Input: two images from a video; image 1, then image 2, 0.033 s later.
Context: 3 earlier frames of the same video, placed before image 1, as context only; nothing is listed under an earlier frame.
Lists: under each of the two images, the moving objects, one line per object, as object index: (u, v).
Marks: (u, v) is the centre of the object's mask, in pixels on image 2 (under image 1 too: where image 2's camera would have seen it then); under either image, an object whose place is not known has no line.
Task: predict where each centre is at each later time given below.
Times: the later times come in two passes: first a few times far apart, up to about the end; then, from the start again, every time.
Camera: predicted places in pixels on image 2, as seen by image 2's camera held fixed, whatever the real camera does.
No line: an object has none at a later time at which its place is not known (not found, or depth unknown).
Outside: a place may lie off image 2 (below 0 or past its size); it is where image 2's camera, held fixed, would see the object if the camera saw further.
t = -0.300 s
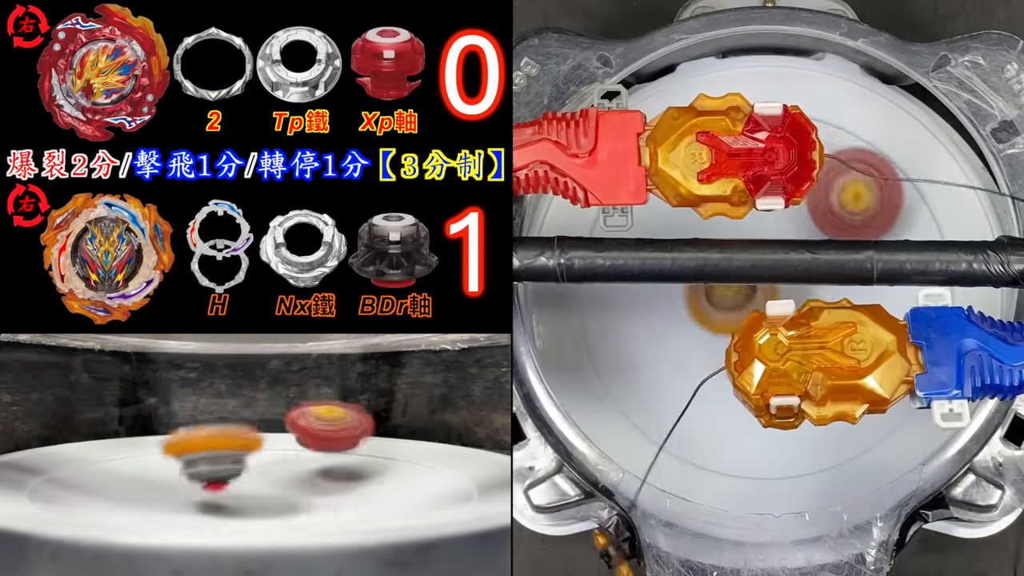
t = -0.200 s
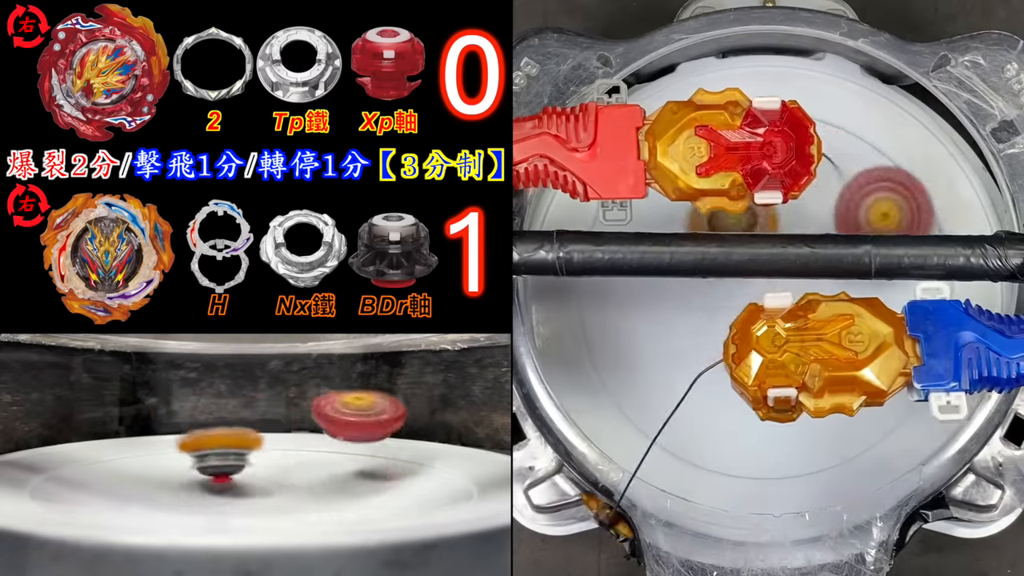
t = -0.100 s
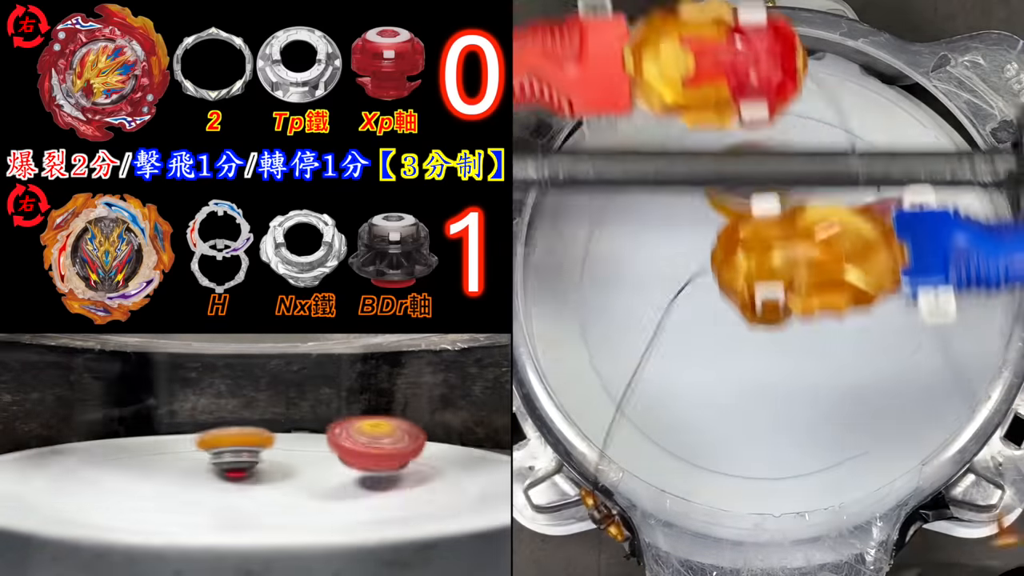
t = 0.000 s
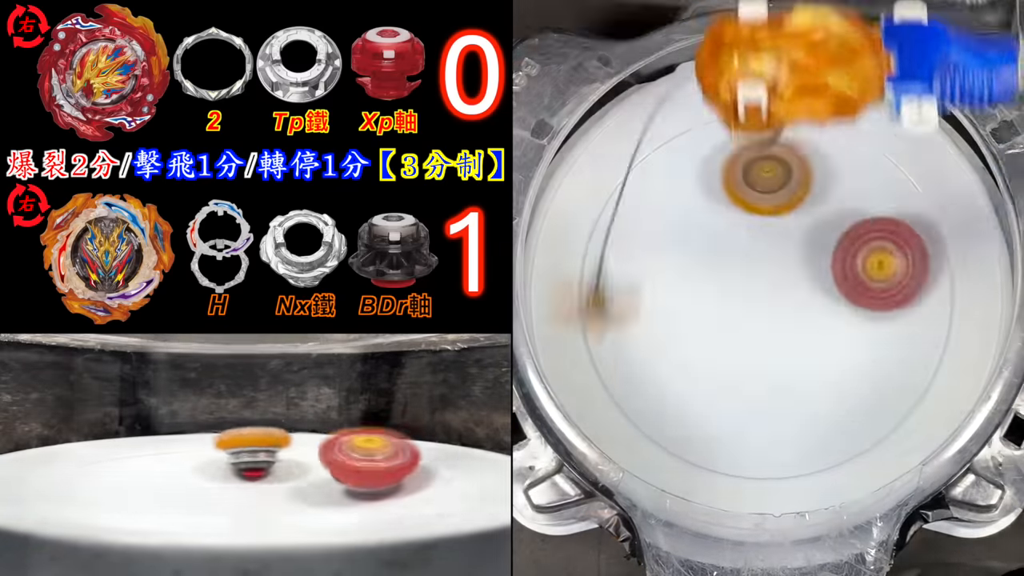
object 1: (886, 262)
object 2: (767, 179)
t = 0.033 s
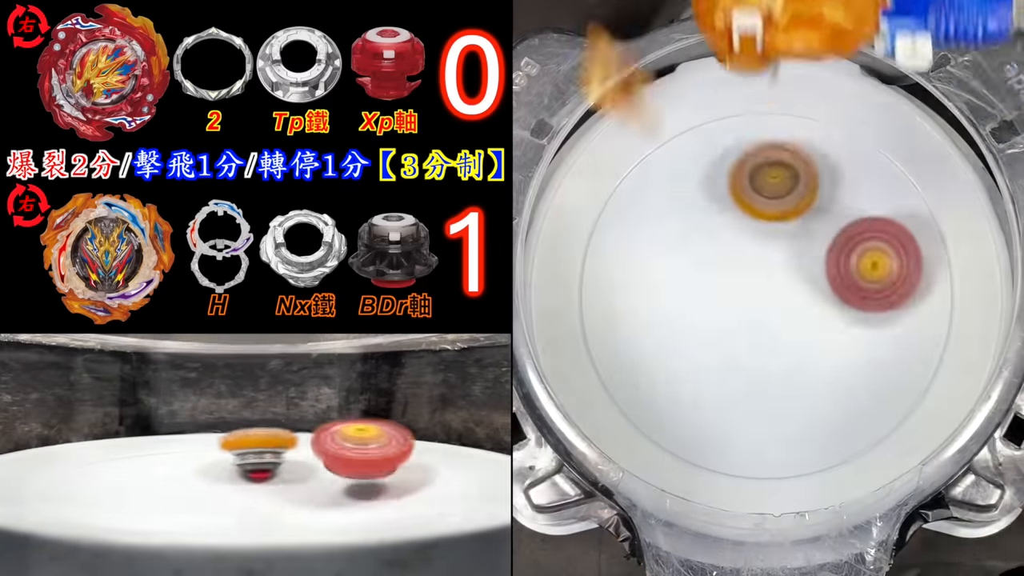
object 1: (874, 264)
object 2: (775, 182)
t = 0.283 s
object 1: (901, 375)
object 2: (717, 202)
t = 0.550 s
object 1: (802, 308)
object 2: (686, 325)
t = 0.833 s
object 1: (811, 108)
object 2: (746, 395)
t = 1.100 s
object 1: (667, 297)
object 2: (790, 299)
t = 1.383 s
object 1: (893, 398)
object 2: (712, 209)
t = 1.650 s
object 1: (745, 108)
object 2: (685, 284)
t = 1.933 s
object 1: (679, 451)
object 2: (890, 368)
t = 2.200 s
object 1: (968, 297)
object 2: (908, 191)
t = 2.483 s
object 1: (704, 99)
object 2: (560, 214)
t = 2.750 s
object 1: (649, 322)
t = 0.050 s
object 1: (871, 266)
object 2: (778, 186)
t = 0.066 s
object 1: (867, 268)
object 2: (781, 192)
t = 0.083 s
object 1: (862, 271)
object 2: (784, 198)
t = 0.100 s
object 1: (859, 271)
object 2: (787, 204)
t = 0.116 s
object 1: (861, 277)
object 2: (785, 205)
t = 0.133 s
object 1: (868, 291)
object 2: (778, 201)
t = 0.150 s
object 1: (872, 303)
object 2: (771, 198)
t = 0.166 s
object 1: (877, 315)
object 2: (764, 195)
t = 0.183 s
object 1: (885, 325)
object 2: (757, 193)
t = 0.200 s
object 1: (894, 334)
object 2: (750, 193)
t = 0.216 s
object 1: (893, 345)
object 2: (743, 192)
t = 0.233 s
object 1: (896, 354)
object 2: (736, 193)
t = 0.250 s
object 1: (899, 362)
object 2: (729, 195)
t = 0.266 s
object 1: (901, 369)
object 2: (723, 198)
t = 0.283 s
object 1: (901, 375)
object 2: (717, 202)
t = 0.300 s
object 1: (899, 378)
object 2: (711, 206)
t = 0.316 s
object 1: (895, 380)
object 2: (706, 211)
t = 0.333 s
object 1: (892, 379)
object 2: (702, 217)
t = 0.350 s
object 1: (883, 381)
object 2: (697, 224)
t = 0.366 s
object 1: (876, 379)
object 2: (694, 232)
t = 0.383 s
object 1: (871, 377)
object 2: (691, 239)
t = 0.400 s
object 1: (868, 373)
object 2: (689, 247)
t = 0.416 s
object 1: (859, 369)
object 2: (687, 256)
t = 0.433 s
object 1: (851, 364)
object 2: (685, 264)
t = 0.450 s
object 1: (842, 358)
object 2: (684, 273)
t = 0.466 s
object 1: (834, 351)
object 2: (684, 282)
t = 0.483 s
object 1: (825, 343)
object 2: (684, 291)
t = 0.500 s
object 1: (818, 335)
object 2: (684, 300)
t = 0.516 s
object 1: (812, 327)
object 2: (684, 308)
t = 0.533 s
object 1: (806, 317)
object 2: (685, 317)
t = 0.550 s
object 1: (802, 308)
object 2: (686, 325)
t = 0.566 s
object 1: (798, 298)
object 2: (687, 333)
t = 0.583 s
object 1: (796, 288)
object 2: (689, 340)
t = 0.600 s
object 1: (796, 277)
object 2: (690, 347)
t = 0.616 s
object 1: (796, 266)
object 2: (692, 354)
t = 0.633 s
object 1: (798, 257)
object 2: (695, 361)
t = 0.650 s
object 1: (800, 247)
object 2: (697, 366)
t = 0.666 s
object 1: (803, 236)
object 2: (700, 372)
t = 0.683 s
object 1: (807, 226)
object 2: (704, 377)
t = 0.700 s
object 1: (813, 214)
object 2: (708, 381)
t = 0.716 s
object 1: (818, 201)
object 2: (712, 386)
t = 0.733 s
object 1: (819, 190)
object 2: (716, 389)
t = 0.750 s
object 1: (822, 175)
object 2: (720, 392)
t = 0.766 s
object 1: (824, 160)
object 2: (725, 393)
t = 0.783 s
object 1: (823, 146)
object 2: (730, 395)
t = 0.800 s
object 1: (821, 131)
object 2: (736, 395)
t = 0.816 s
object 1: (818, 118)
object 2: (741, 395)
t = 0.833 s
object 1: (811, 108)
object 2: (746, 395)
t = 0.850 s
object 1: (804, 100)
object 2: (752, 393)
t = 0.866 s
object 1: (797, 93)
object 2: (756, 391)
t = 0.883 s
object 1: (786, 87)
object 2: (762, 388)
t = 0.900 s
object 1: (773, 89)
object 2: (766, 384)
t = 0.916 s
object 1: (761, 93)
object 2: (771, 379)
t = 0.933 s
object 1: (748, 101)
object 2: (775, 374)
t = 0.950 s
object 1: (735, 112)
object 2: (779, 368)
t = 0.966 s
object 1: (722, 124)
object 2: (782, 362)
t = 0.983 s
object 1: (710, 138)
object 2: (785, 355)
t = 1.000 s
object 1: (698, 155)
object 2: (787, 347)
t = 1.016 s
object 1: (687, 174)
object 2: (789, 340)
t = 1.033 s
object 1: (678, 196)
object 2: (790, 332)
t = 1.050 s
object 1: (671, 220)
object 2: (791, 324)
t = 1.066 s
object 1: (668, 244)
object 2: (791, 315)
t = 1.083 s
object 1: (673, 268)
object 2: (791, 307)
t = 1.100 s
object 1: (667, 297)
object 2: (790, 299)
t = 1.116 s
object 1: (672, 324)
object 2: (789, 290)
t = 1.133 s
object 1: (678, 349)
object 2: (787, 282)
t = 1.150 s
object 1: (688, 374)
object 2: (785, 274)
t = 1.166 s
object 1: (700, 399)
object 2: (782, 265)
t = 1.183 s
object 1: (716, 421)
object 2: (778, 257)
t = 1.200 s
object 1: (732, 441)
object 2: (774, 249)
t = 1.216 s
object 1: (752, 450)
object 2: (769, 241)
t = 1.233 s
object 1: (773, 458)
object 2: (763, 235)
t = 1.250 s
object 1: (793, 465)
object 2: (757, 229)
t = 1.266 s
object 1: (814, 469)
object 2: (752, 223)
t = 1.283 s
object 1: (834, 477)
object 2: (746, 219)
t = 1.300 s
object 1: (853, 475)
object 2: (740, 215)
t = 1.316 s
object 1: (870, 472)
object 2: (734, 212)
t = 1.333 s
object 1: (877, 457)
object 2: (728, 210)
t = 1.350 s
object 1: (883, 438)
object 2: (723, 209)
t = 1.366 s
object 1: (889, 421)
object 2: (717, 209)
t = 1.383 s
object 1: (893, 398)
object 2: (712, 209)
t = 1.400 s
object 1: (896, 377)
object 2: (708, 210)
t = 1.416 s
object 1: (899, 354)
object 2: (704, 212)
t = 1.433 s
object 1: (901, 335)
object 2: (700, 214)
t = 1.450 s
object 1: (904, 309)
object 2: (697, 217)
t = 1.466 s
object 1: (904, 287)
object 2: (693, 220)
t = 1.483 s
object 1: (904, 259)
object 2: (691, 224)
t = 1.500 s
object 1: (903, 234)
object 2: (689, 229)
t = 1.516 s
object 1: (900, 204)
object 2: (687, 234)
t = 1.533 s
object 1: (897, 175)
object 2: (685, 239)
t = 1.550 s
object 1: (888, 148)
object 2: (684, 245)
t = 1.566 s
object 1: (878, 124)
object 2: (684, 251)
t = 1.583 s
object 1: (862, 105)
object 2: (683, 258)
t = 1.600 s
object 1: (835, 105)
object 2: (683, 264)
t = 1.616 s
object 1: (805, 106)
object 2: (684, 271)
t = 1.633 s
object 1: (776, 106)
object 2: (684, 278)
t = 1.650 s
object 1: (745, 108)
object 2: (685, 284)
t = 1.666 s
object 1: (717, 112)
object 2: (687, 291)
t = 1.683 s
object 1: (687, 129)
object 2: (689, 298)
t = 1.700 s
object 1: (659, 148)
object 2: (691, 304)
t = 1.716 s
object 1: (631, 168)
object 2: (693, 310)
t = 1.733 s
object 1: (605, 196)
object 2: (696, 317)
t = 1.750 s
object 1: (579, 223)
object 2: (698, 323)
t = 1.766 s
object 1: (564, 253)
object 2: (701, 328)
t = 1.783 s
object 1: (563, 281)
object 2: (704, 334)
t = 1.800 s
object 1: (575, 309)
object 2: (708, 339)
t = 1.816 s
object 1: (595, 339)
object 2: (712, 342)
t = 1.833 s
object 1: (616, 366)
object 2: (716, 347)
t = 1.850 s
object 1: (618, 387)
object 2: (747, 352)
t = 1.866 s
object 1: (626, 402)
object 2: (777, 358)
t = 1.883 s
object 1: (637, 416)
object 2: (806, 362)
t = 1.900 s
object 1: (648, 430)
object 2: (835, 366)
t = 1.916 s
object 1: (661, 442)
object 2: (863, 367)
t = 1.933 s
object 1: (679, 451)
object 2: (890, 368)
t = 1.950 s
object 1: (698, 461)
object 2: (915, 367)
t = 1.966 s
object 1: (717, 467)
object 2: (936, 364)
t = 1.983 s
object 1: (739, 472)
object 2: (945, 353)
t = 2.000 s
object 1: (762, 474)
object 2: (953, 342)
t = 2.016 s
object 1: (788, 474)
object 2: (959, 331)
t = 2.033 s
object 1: (813, 472)
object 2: (964, 322)
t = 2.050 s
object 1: (837, 466)
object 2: (968, 313)
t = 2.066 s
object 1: (861, 456)
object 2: (968, 303)
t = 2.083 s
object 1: (885, 444)
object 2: (966, 291)
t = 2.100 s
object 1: (905, 428)
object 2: (962, 280)
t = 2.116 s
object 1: (923, 407)
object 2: (957, 270)
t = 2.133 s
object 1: (941, 382)
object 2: (950, 259)
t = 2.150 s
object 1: (954, 356)
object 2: (943, 247)
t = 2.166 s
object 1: (964, 328)
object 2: (935, 237)
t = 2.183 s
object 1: (969, 311)
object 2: (923, 217)
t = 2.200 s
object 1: (968, 297)
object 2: (908, 191)
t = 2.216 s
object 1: (966, 281)
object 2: (892, 167)
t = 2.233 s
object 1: (963, 263)
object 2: (875, 143)
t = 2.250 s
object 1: (958, 244)
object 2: (854, 125)
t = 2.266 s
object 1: (951, 225)
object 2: (828, 109)
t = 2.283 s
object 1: (943, 206)
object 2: (804, 96)
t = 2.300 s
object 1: (932, 190)
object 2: (778, 85)
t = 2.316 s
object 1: (918, 172)
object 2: (752, 90)
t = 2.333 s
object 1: (902, 156)
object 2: (724, 99)
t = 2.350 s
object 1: (883, 140)
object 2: (698, 109)
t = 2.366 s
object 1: (863, 126)
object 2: (671, 118)
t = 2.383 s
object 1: (843, 114)
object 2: (646, 127)
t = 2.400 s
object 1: (822, 103)
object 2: (623, 137)
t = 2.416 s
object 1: (801, 97)
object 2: (603, 150)
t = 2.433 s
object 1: (777, 92)
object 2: (587, 163)
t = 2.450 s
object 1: (752, 89)
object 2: (576, 178)
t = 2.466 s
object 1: (727, 91)
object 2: (567, 196)
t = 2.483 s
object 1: (704, 99)
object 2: (560, 214)
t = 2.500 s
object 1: (679, 110)
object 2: (554, 232)
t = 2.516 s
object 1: (656, 121)
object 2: (563, 240)
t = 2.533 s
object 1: (635, 135)
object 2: (576, 247)
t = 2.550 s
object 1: (616, 151)
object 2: (599, 256)
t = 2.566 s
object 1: (598, 169)
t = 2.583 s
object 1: (583, 181)
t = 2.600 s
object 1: (571, 195)
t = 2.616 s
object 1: (564, 210)
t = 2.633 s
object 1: (558, 228)
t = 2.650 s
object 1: (558, 242)
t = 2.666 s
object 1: (566, 253)
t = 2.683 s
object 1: (580, 265)
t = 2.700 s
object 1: (597, 279)
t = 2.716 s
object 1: (614, 293)
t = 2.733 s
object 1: (631, 308)
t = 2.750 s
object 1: (649, 322)
